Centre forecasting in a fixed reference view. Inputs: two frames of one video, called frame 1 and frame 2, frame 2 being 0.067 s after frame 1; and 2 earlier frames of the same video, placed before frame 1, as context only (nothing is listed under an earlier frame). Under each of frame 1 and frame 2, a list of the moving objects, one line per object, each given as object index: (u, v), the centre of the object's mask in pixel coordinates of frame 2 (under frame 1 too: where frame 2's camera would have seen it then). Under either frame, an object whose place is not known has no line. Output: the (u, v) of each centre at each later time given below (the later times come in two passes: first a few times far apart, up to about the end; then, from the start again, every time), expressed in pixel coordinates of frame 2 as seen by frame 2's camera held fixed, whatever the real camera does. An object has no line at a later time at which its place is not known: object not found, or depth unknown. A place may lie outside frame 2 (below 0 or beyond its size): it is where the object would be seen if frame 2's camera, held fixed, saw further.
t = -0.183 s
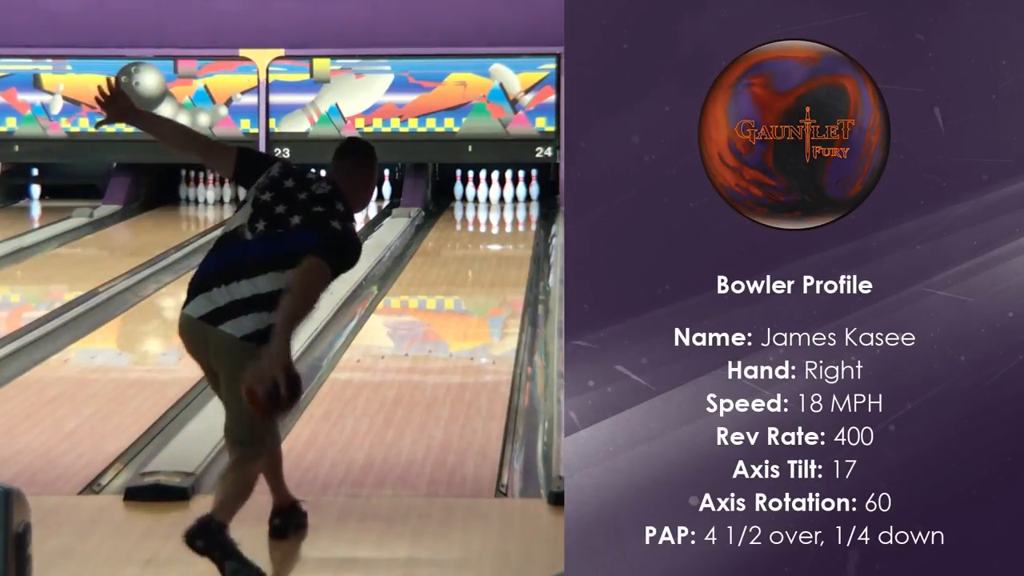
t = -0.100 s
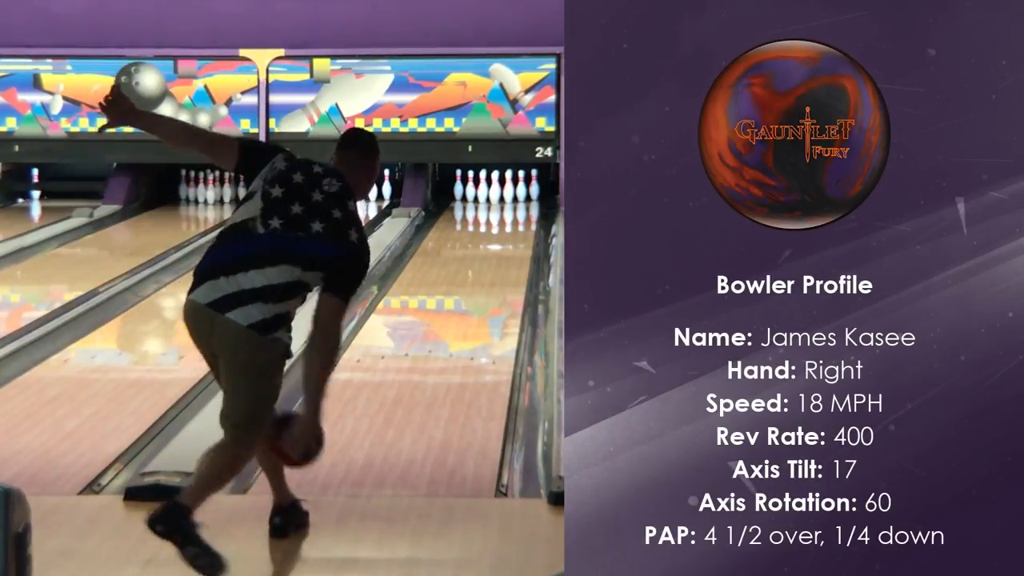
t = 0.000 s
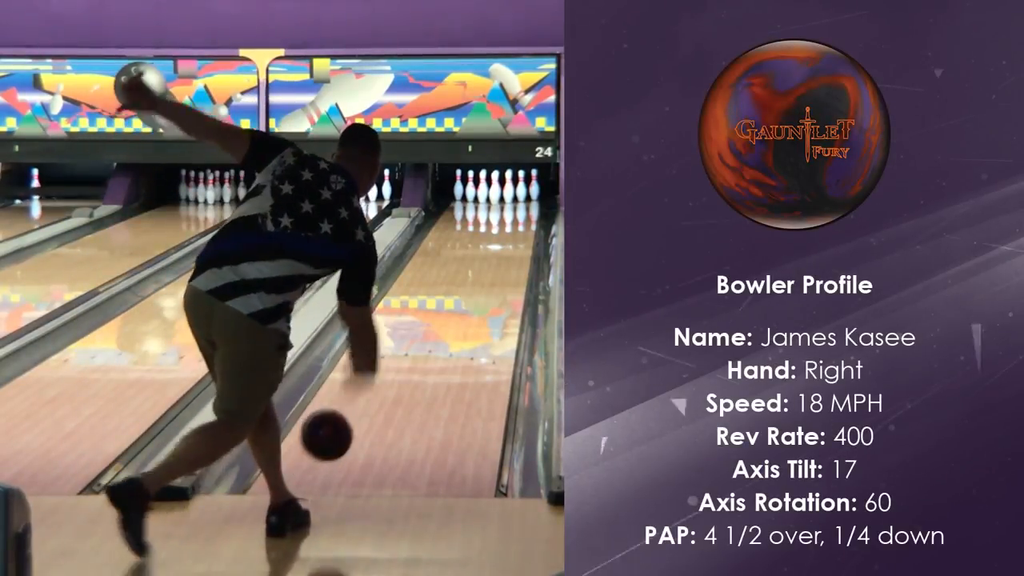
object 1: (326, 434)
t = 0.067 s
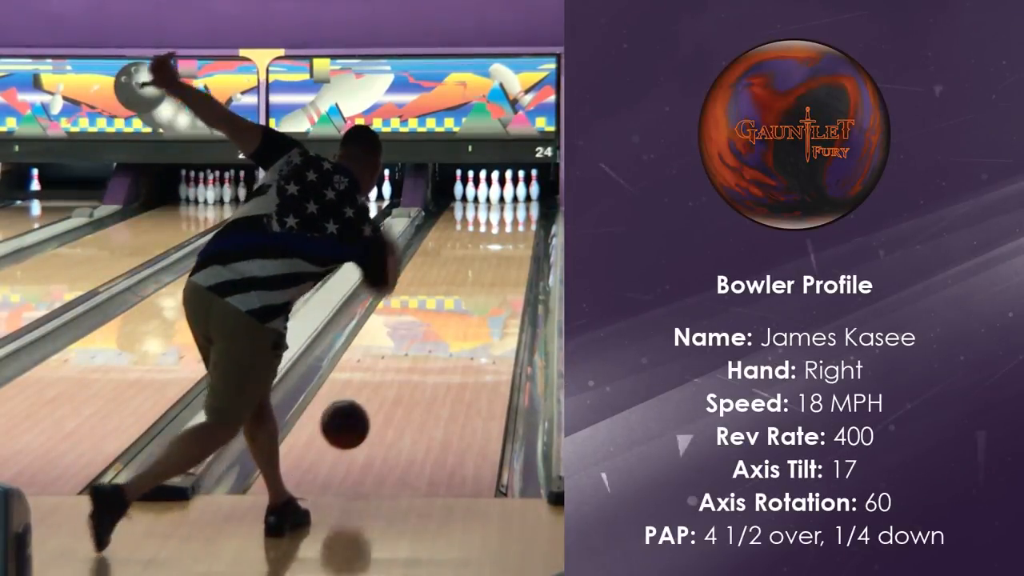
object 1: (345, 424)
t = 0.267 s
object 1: (390, 404)
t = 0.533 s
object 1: (433, 353)
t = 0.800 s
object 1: (463, 312)
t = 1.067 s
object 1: (486, 281)
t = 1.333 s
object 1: (502, 256)
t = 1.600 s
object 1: (514, 236)
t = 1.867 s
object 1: (520, 219)
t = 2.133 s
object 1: (517, 207)
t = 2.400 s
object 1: (503, 197)
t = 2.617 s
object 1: (498, 193)
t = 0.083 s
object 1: (349, 423)
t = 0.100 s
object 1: (353, 423)
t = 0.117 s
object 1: (357, 423)
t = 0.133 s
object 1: (361, 424)
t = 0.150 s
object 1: (365, 426)
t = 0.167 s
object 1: (369, 428)
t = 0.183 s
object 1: (373, 430)
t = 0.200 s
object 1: (376, 424)
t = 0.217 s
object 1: (380, 417)
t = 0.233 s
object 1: (383, 412)
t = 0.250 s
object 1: (386, 408)
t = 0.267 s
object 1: (390, 404)
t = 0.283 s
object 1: (393, 401)
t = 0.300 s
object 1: (396, 398)
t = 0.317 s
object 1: (399, 396)
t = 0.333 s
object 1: (402, 392)
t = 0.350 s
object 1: (405, 388)
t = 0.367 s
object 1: (408, 385)
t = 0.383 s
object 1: (410, 382)
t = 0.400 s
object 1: (413, 378)
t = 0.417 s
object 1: (416, 375)
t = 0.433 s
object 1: (418, 372)
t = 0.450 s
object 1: (421, 368)
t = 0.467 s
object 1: (423, 365)
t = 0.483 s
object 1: (426, 362)
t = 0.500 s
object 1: (428, 359)
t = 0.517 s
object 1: (430, 356)
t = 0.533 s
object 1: (433, 353)
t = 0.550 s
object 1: (435, 350)
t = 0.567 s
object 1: (437, 347)
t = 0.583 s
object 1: (439, 344)
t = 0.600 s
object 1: (441, 341)
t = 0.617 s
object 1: (443, 339)
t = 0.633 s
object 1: (445, 336)
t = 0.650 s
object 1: (447, 333)
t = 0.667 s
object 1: (449, 331)
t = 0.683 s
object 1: (451, 328)
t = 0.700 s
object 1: (453, 326)
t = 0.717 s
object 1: (455, 323)
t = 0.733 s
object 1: (457, 321)
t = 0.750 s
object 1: (459, 319)
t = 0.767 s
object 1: (460, 316)
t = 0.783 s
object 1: (462, 314)
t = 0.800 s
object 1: (463, 312)
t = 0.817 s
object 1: (465, 310)
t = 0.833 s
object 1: (467, 308)
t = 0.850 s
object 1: (468, 305)
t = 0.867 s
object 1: (470, 303)
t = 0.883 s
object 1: (471, 301)
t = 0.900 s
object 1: (473, 299)
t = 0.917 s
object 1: (474, 297)
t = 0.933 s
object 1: (476, 295)
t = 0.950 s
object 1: (477, 293)
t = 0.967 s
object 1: (478, 291)
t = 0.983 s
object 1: (479, 290)
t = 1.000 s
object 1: (481, 288)
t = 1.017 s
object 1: (482, 286)
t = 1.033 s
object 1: (483, 284)
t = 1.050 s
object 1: (485, 282)
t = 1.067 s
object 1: (486, 281)
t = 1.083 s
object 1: (487, 279)
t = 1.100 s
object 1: (488, 277)
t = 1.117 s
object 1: (489, 276)
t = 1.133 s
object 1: (490, 274)
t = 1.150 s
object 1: (491, 273)
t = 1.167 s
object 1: (493, 271)
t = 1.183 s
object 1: (494, 269)
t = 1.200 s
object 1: (495, 268)
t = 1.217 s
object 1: (496, 266)
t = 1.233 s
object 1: (497, 265)
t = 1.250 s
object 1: (498, 263)
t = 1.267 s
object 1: (499, 262)
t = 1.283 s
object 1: (500, 261)
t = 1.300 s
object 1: (500, 259)
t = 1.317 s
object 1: (502, 258)
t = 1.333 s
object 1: (502, 256)
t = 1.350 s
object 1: (503, 255)
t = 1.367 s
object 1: (504, 254)
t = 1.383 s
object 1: (505, 252)
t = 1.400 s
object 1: (506, 251)
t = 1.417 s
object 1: (507, 249)
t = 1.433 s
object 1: (507, 248)
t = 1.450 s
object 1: (508, 247)
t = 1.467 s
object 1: (509, 246)
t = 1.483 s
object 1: (510, 244)
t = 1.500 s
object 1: (510, 243)
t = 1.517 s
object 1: (511, 242)
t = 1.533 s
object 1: (512, 241)
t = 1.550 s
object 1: (512, 240)
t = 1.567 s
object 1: (513, 239)
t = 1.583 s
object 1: (513, 237)
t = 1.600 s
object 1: (514, 236)
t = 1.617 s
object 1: (515, 235)
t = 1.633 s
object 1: (515, 233)
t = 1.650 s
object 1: (516, 232)
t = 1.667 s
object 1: (516, 232)
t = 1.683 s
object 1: (516, 230)
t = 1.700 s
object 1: (517, 229)
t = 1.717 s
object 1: (518, 228)
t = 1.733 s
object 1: (518, 227)
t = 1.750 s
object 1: (519, 226)
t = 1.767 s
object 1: (519, 225)
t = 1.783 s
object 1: (519, 224)
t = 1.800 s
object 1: (520, 223)
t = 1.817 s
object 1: (519, 222)
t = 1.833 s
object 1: (520, 221)
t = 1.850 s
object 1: (520, 220)
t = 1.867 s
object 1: (520, 219)
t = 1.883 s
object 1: (520, 218)
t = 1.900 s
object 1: (520, 217)
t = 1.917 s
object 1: (520, 217)
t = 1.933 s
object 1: (520, 216)
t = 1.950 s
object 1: (520, 215)
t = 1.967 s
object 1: (520, 214)
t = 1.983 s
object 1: (520, 213)
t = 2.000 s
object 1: (519, 213)
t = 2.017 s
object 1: (519, 212)
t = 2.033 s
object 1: (519, 211)
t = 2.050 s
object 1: (519, 210)
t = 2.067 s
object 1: (519, 210)
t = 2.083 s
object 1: (518, 209)
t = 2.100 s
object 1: (517, 208)
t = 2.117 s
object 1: (517, 207)
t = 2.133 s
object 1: (517, 207)
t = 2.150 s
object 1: (516, 206)
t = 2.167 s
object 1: (515, 205)
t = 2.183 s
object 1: (514, 205)
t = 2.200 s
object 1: (514, 204)
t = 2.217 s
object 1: (513, 204)
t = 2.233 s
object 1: (512, 203)
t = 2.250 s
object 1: (511, 202)
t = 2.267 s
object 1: (511, 202)
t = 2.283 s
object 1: (510, 202)
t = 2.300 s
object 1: (509, 201)
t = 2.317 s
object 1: (508, 200)
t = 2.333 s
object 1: (508, 200)
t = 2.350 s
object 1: (506, 199)
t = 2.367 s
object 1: (506, 199)
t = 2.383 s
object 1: (505, 198)
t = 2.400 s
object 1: (503, 197)
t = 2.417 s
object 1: (502, 197)
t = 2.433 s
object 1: (501, 196)
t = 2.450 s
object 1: (502, 196)
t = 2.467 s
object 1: (502, 195)
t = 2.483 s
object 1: (502, 195)
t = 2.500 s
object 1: (501, 195)
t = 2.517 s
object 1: (500, 194)
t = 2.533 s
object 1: (500, 194)
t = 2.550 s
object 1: (499, 194)
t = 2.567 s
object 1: (499, 194)
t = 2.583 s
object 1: (499, 194)
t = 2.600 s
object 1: (499, 193)
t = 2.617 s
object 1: (498, 193)
